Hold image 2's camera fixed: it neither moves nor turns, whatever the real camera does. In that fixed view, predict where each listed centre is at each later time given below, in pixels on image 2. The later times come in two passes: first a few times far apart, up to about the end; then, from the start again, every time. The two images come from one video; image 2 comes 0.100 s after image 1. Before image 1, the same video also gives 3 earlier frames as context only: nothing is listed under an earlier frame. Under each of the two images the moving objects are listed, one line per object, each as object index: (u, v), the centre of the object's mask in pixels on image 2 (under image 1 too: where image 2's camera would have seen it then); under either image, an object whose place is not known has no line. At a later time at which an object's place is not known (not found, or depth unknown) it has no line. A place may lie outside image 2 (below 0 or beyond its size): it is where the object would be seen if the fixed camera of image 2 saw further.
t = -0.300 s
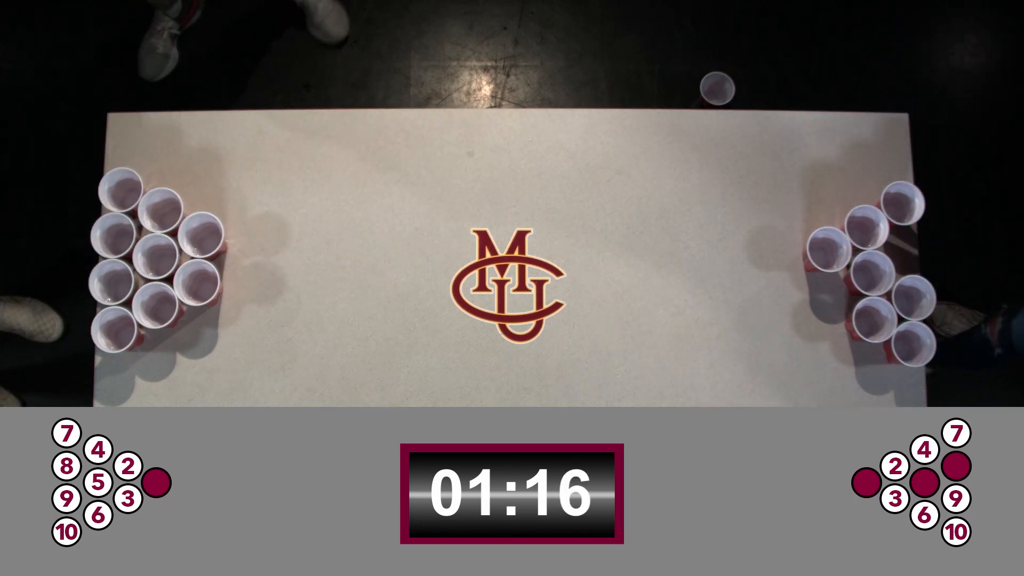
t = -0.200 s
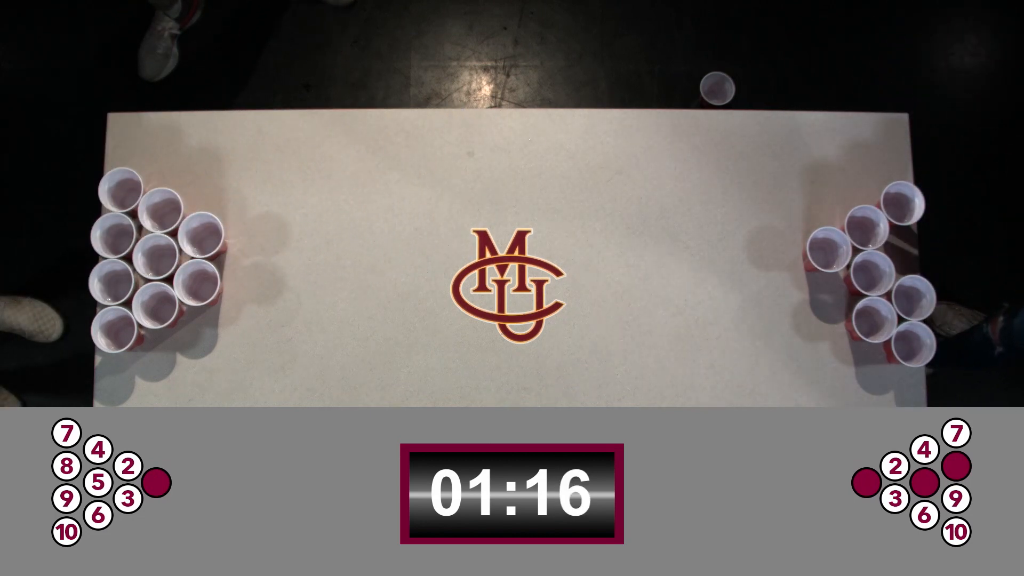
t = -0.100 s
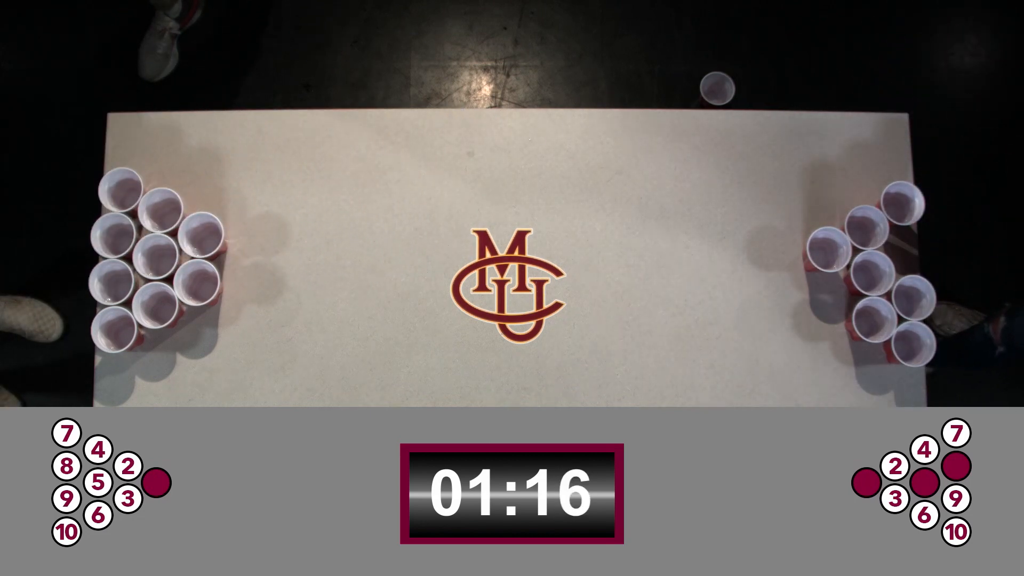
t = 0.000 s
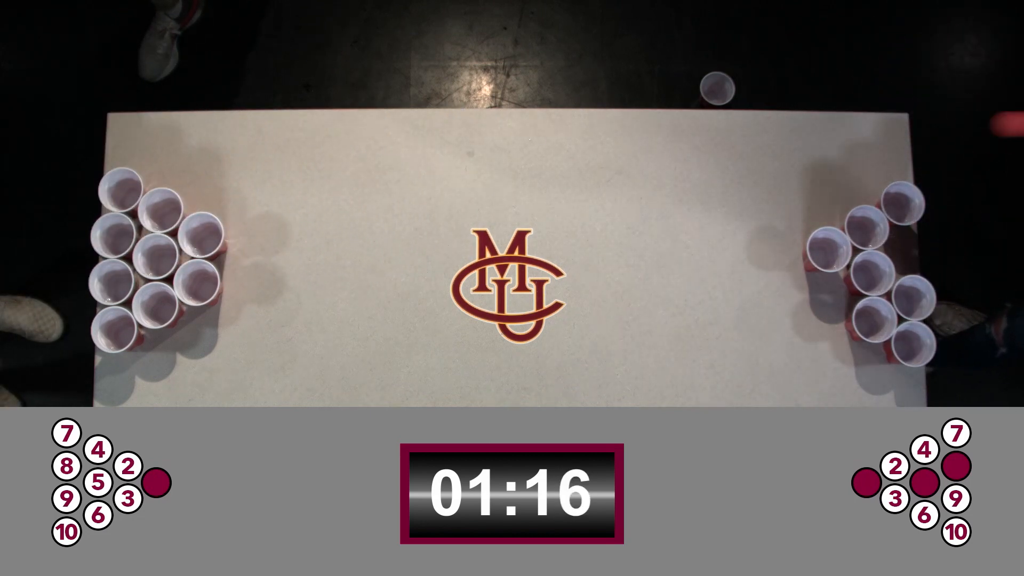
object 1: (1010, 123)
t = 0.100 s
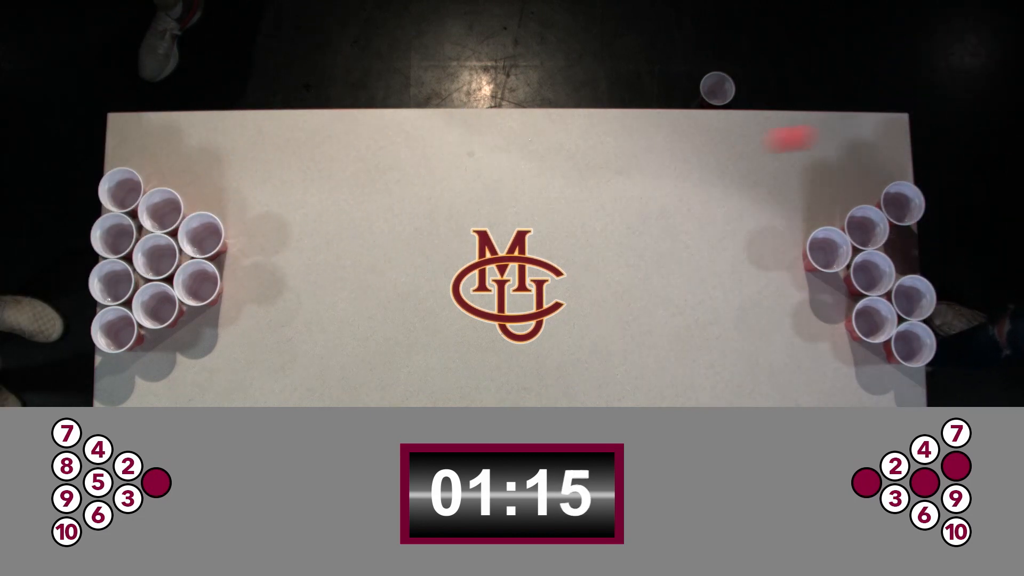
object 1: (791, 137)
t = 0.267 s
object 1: (428, 204)
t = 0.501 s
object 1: (271, 248)
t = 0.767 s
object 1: (419, 198)
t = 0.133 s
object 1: (714, 147)
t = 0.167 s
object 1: (635, 159)
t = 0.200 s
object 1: (561, 173)
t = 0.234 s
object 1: (492, 188)
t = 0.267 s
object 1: (428, 204)
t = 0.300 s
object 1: (369, 220)
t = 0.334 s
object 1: (320, 237)
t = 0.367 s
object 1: (274, 253)
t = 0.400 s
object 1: (237, 268)
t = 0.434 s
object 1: (235, 266)
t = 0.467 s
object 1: (253, 256)
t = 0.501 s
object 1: (271, 248)
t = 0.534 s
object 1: (289, 240)
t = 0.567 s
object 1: (311, 233)
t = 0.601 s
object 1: (330, 228)
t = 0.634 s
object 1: (349, 224)
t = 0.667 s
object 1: (370, 221)
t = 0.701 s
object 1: (388, 217)
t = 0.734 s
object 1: (403, 207)
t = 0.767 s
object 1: (419, 198)
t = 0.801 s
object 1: (435, 191)
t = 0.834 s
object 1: (451, 185)
